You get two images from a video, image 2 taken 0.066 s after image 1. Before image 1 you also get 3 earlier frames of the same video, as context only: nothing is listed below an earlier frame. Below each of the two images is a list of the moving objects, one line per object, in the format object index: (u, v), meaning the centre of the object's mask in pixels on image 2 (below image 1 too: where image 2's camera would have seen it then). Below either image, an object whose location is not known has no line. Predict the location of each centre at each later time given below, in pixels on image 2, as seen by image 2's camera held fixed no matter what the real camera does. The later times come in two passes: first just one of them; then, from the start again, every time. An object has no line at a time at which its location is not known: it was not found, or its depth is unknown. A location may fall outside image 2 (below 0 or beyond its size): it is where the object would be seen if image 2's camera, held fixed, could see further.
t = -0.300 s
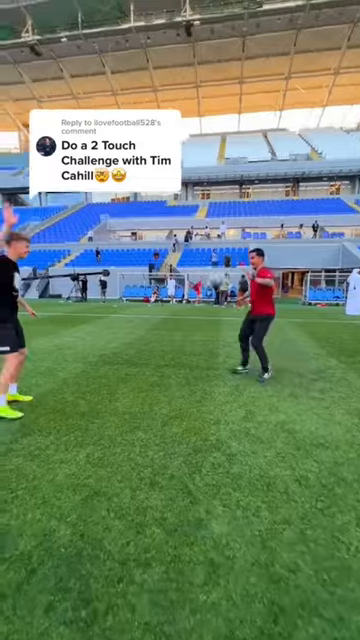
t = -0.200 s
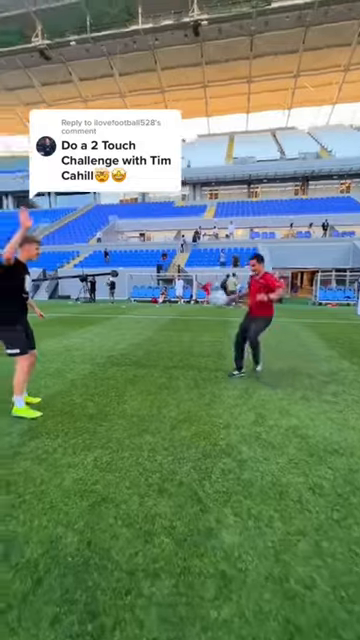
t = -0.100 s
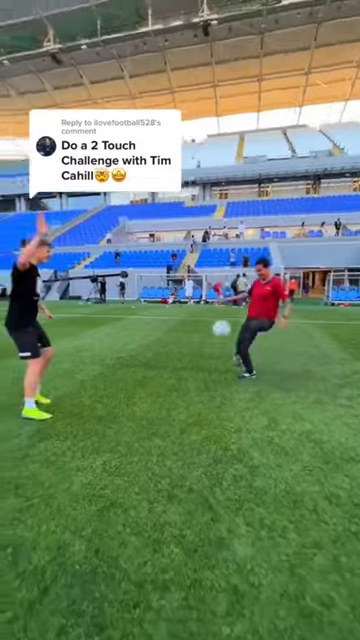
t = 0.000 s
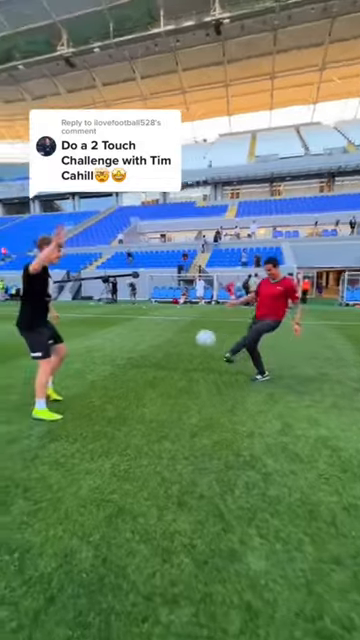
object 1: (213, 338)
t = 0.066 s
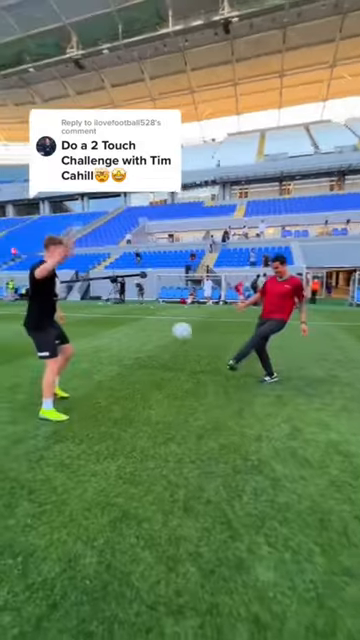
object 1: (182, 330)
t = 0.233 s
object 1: (103, 328)
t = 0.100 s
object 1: (165, 328)
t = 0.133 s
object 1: (149, 327)
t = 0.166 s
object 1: (134, 326)
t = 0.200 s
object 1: (118, 327)
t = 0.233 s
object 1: (103, 328)
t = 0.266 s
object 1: (88, 330)
